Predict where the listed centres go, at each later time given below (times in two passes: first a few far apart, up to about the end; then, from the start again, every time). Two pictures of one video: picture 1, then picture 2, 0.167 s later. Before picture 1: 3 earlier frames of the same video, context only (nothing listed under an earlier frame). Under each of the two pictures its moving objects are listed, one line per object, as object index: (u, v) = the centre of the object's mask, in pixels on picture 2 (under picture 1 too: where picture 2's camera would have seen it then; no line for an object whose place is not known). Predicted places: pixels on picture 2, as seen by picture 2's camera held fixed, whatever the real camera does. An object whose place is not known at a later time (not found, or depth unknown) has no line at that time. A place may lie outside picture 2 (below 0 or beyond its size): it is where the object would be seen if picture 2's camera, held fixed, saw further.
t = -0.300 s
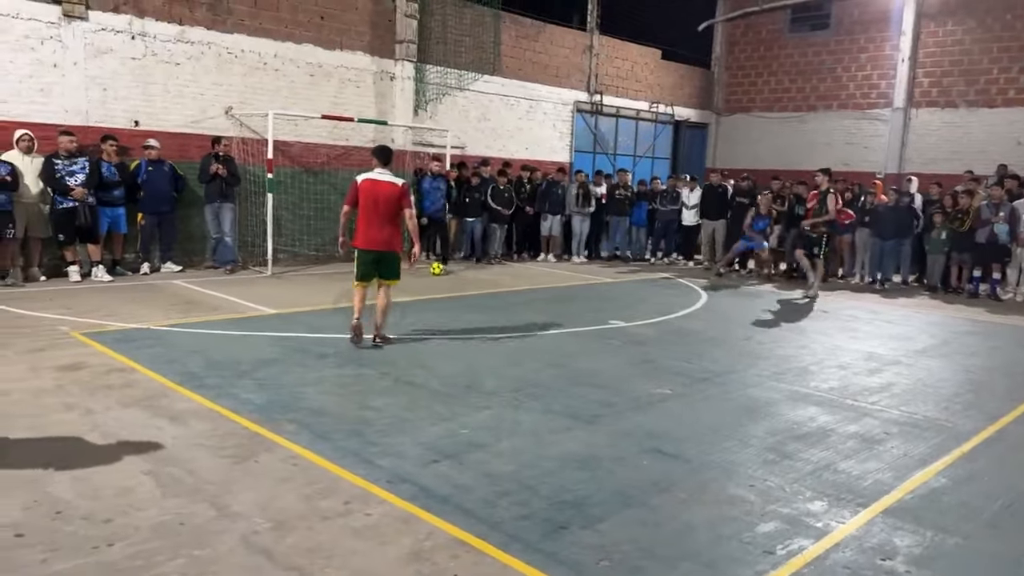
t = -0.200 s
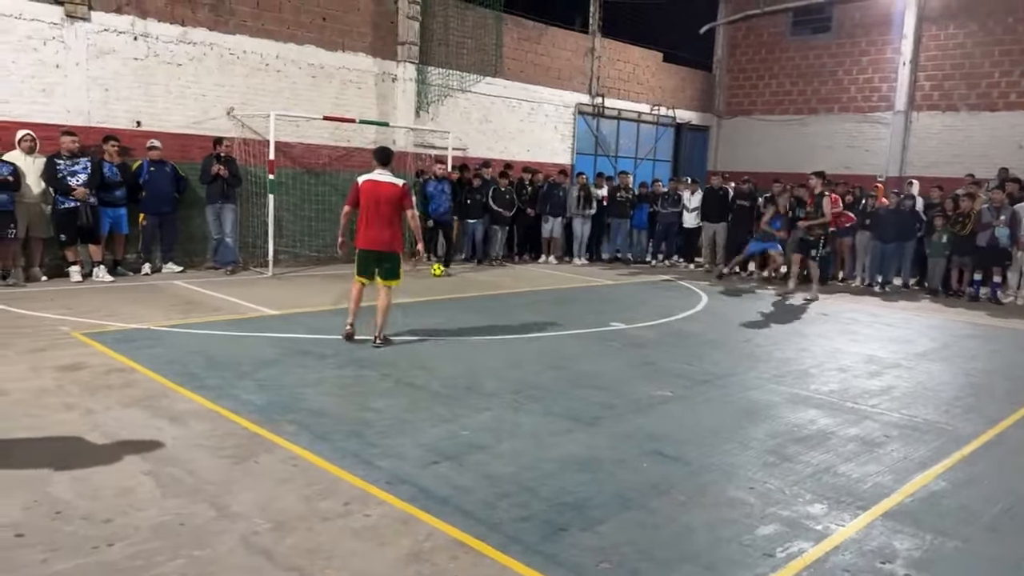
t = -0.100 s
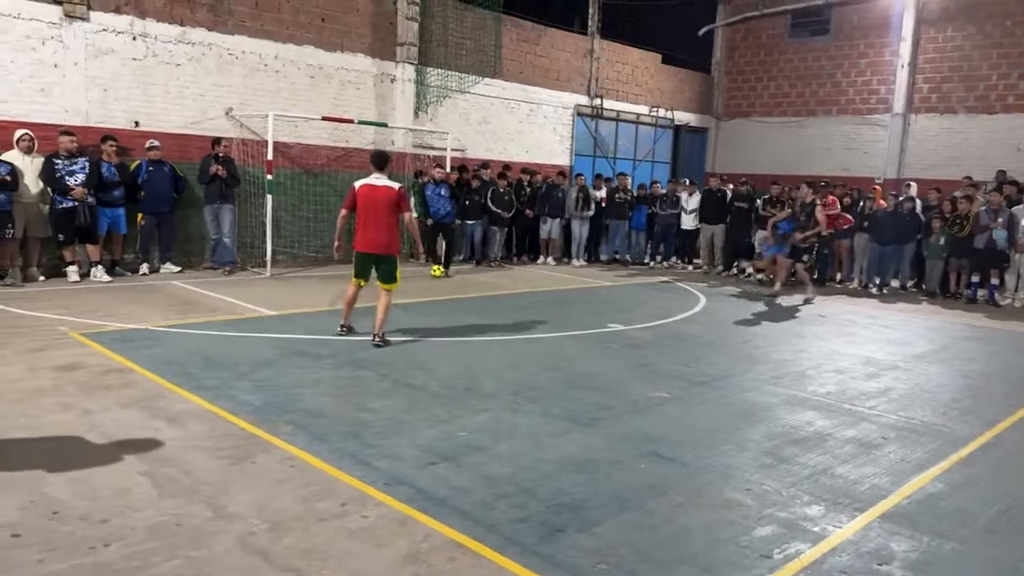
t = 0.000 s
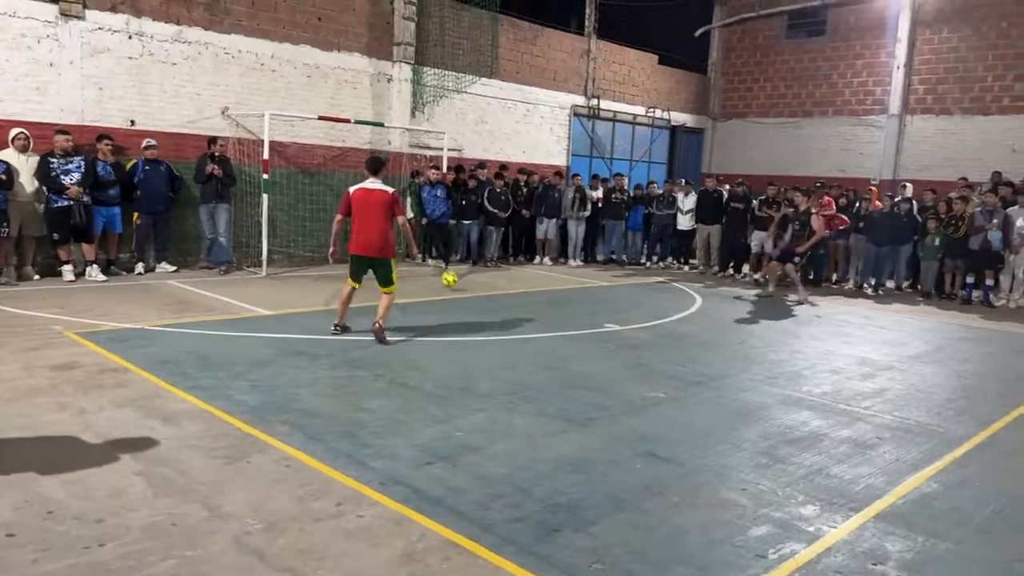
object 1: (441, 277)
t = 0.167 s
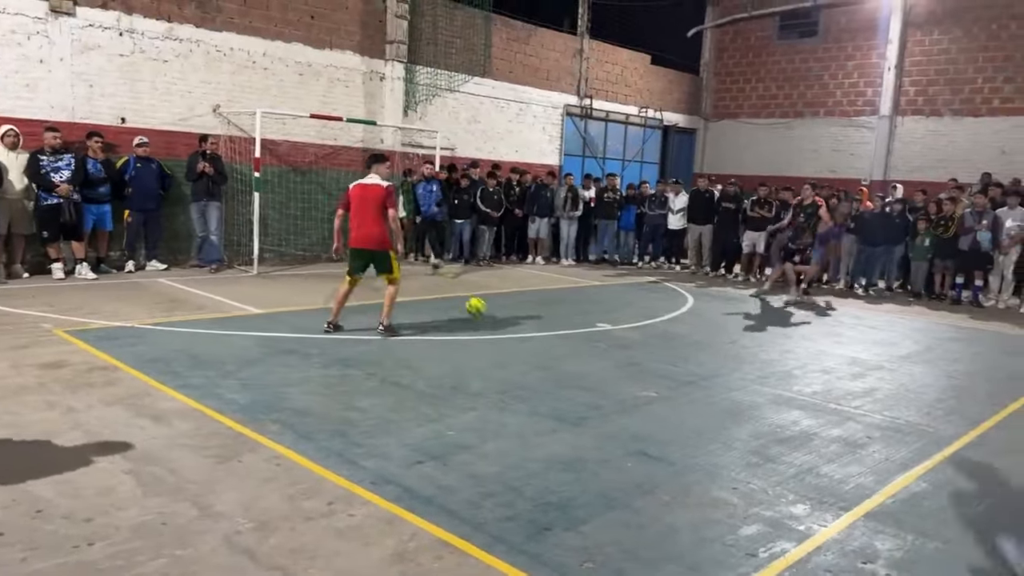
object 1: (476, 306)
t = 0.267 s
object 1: (501, 326)
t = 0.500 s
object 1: (593, 393)
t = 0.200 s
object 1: (484, 310)
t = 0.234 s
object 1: (493, 317)
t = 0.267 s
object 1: (501, 326)
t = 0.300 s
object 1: (512, 335)
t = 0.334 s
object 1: (523, 341)
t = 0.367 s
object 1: (535, 349)
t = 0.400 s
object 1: (547, 358)
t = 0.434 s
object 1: (562, 370)
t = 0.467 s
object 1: (577, 383)
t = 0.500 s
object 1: (593, 393)
